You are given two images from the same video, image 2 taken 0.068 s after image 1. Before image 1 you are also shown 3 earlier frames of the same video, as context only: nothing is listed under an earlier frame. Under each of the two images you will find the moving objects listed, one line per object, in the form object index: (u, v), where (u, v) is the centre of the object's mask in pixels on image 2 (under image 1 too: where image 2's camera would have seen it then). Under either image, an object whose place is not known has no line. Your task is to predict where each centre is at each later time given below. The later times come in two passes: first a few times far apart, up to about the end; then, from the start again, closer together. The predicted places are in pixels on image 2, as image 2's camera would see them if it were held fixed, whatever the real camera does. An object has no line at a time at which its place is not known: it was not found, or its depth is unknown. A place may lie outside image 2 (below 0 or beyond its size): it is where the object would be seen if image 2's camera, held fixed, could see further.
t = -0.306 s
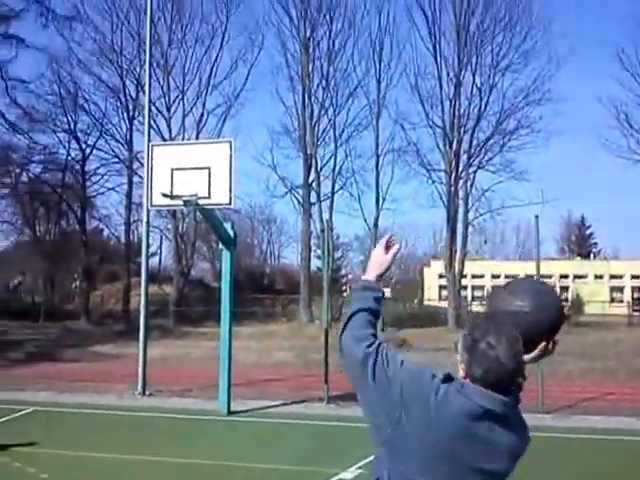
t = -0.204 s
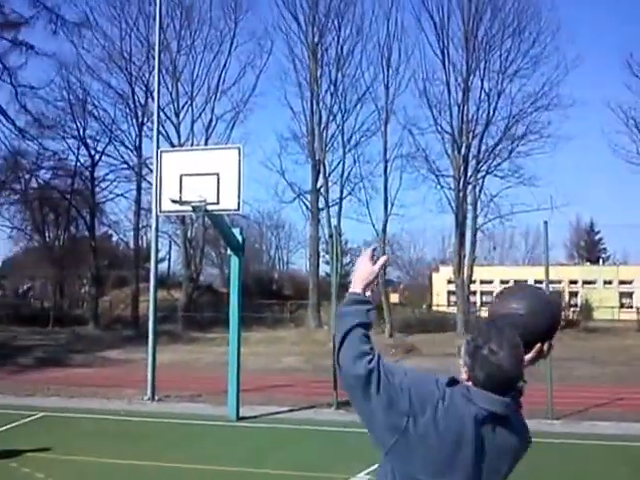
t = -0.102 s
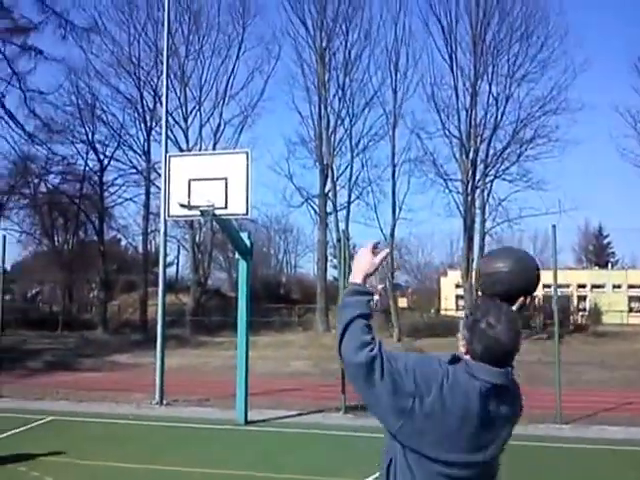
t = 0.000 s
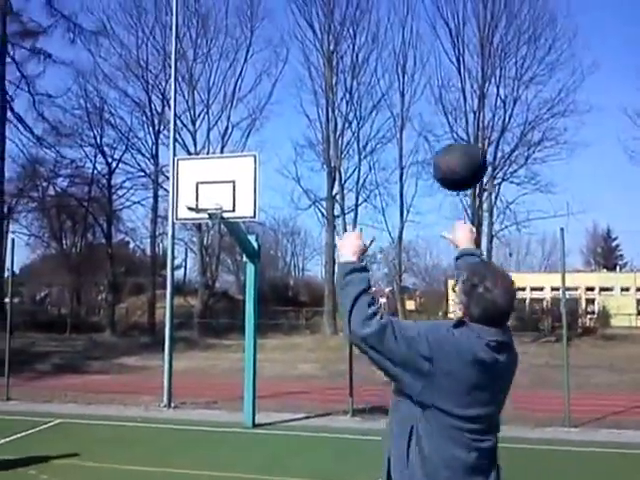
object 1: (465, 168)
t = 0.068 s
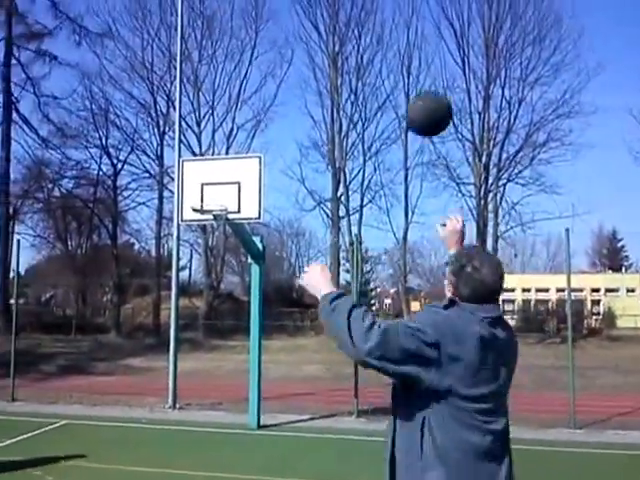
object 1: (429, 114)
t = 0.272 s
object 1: (354, 37)
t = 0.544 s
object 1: (296, 40)
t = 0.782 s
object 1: (259, 94)
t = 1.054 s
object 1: (226, 186)
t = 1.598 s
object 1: (172, 408)
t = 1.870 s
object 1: (163, 329)
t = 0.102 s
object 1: (413, 94)
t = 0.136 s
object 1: (399, 76)
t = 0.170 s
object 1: (386, 62)
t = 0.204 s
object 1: (375, 51)
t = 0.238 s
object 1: (363, 43)
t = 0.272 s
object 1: (354, 37)
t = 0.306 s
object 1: (346, 32)
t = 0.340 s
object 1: (336, 30)
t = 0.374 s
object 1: (330, 28)
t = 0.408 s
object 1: (322, 29)
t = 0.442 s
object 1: (314, 30)
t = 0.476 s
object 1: (308, 33)
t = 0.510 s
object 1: (301, 36)
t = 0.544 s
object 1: (296, 40)
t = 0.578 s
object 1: (290, 46)
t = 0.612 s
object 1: (283, 51)
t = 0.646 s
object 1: (279, 59)
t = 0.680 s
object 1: (273, 67)
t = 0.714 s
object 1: (268, 75)
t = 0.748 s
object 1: (264, 84)
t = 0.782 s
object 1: (259, 94)
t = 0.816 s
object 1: (255, 104)
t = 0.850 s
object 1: (251, 114)
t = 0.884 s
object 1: (247, 125)
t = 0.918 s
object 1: (244, 136)
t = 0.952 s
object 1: (238, 148)
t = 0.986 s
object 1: (234, 161)
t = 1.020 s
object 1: (230, 173)
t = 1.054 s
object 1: (226, 186)
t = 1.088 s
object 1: (222, 200)
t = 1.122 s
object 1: (219, 214)
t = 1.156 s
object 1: (218, 232)
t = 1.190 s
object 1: (215, 247)
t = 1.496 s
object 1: (181, 394)
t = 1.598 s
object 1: (172, 408)
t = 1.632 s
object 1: (172, 393)
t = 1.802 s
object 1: (167, 341)
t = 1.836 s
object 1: (165, 333)
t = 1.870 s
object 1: (163, 329)
